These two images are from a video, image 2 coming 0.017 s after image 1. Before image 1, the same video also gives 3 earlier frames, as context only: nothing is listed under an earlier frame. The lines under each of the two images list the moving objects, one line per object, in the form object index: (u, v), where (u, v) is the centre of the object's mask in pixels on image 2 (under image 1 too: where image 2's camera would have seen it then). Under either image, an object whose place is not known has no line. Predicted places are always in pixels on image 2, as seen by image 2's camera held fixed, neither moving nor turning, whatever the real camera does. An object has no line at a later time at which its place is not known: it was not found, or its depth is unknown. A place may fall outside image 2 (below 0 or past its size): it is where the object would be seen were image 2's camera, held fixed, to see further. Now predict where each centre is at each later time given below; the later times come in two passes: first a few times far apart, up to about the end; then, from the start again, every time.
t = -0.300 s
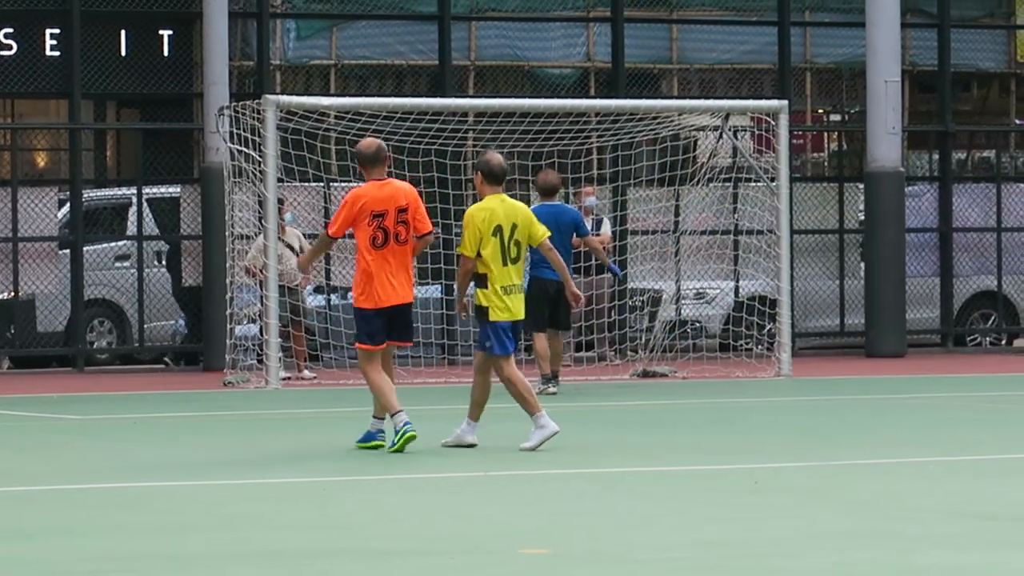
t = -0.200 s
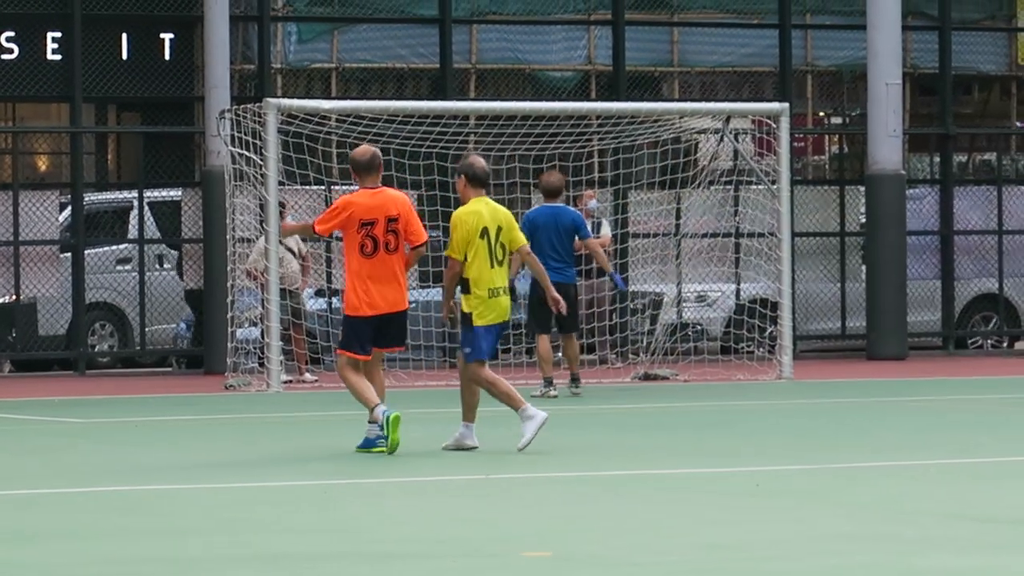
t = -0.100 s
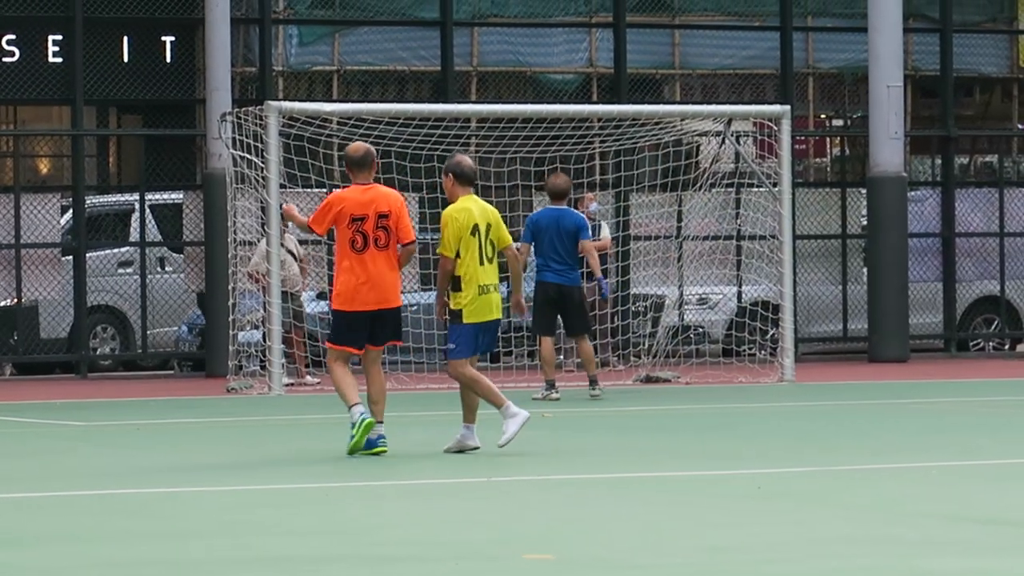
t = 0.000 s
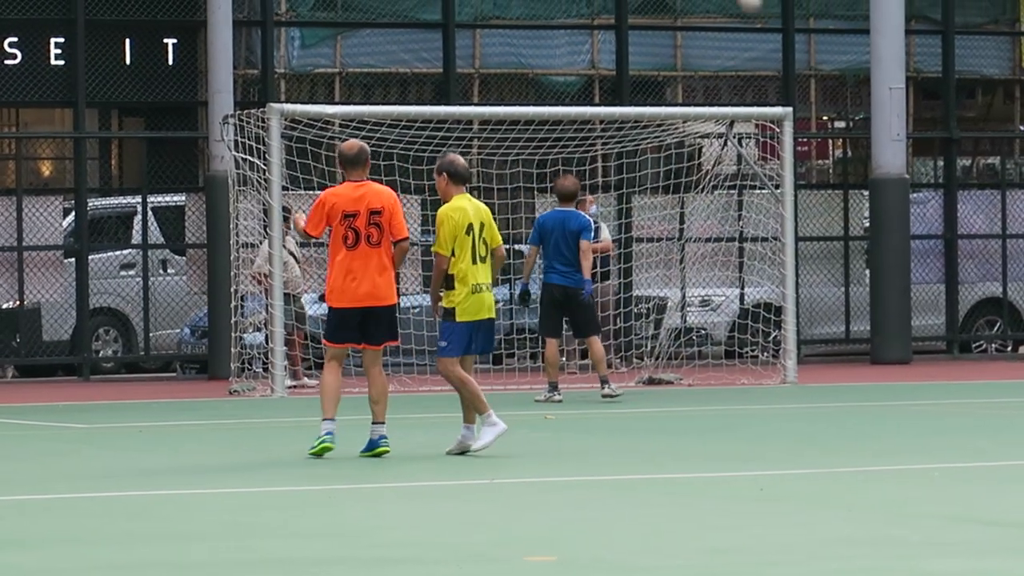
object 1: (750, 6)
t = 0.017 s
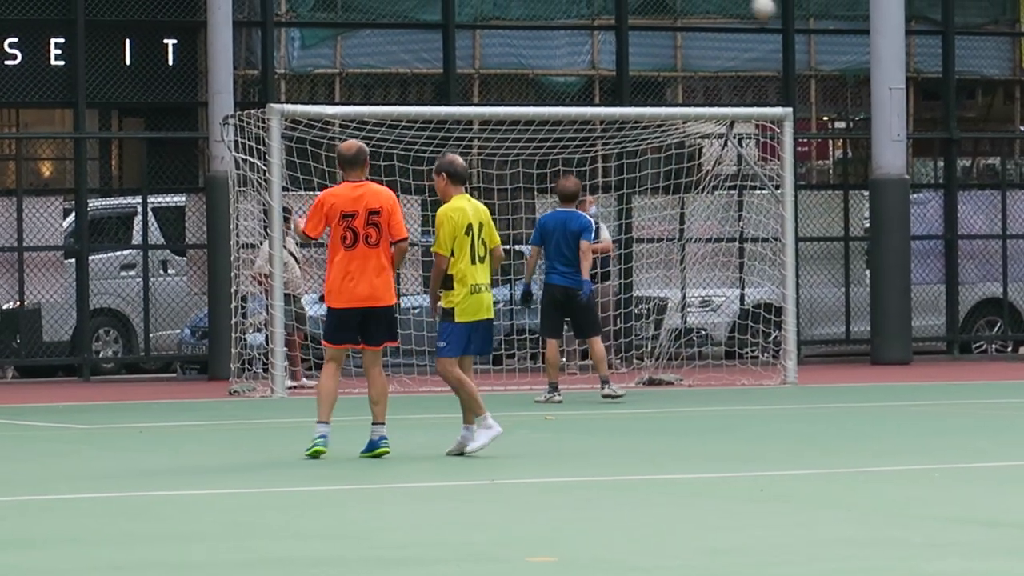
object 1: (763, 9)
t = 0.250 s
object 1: (833, 95)
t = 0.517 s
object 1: (909, 273)
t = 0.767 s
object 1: (958, 268)
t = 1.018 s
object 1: (986, 155)
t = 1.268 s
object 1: (1012, 118)
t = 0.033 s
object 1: (776, 14)
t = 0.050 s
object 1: (786, 20)
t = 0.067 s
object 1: (790, 25)
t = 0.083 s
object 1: (793, 30)
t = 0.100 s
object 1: (797, 34)
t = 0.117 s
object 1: (801, 39)
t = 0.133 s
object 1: (805, 45)
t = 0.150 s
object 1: (809, 52)
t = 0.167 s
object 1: (813, 58)
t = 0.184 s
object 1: (817, 65)
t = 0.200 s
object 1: (821, 72)
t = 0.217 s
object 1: (825, 79)
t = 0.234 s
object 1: (829, 87)
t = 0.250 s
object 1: (833, 95)
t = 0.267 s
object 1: (838, 103)
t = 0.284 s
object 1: (842, 113)
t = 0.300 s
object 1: (847, 121)
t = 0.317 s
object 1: (852, 131)
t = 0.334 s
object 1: (856, 141)
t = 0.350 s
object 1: (860, 151)
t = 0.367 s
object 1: (865, 162)
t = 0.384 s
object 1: (869, 173)
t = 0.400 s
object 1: (874, 183)
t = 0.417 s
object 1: (879, 195)
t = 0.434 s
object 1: (884, 207)
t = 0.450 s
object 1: (888, 220)
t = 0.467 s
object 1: (893, 232)
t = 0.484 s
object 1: (898, 245)
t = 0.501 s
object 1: (903, 258)
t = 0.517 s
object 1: (909, 273)
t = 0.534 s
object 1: (914, 286)
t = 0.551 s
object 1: (920, 301)
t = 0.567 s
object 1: (926, 317)
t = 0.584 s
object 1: (931, 331)
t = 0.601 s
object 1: (937, 347)
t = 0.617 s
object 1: (942, 364)
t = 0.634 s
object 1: (945, 358)
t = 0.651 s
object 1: (947, 348)
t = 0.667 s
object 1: (949, 336)
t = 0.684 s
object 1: (950, 323)
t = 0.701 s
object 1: (952, 312)
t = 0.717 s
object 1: (953, 300)
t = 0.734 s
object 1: (955, 290)
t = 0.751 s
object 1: (957, 280)
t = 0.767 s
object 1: (958, 268)
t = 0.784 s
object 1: (960, 259)
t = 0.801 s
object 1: (962, 250)
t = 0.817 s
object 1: (964, 240)
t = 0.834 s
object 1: (965, 231)
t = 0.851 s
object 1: (967, 222)
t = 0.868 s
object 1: (969, 214)
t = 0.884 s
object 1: (971, 206)
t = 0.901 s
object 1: (972, 199)
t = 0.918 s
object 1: (974, 191)
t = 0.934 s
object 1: (977, 184)
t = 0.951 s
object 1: (978, 178)
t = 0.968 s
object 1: (980, 172)
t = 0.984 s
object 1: (982, 166)
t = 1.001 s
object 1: (984, 161)
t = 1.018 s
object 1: (986, 155)
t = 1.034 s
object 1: (988, 151)
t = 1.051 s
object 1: (989, 146)
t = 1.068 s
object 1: (991, 141)
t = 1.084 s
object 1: (993, 137)
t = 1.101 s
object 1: (995, 134)
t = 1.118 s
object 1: (997, 131)
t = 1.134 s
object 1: (999, 127)
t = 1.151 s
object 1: (1001, 125)
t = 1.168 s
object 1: (1003, 123)
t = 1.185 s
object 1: (1005, 121)
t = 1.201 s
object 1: (1007, 119)
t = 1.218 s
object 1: (1008, 118)
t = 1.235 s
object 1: (1010, 118)
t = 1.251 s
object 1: (1011, 117)
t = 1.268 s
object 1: (1012, 118)
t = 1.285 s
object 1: (1013, 118)
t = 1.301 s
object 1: (1013, 118)
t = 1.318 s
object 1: (1015, 119)
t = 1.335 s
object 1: (1016, 121)
